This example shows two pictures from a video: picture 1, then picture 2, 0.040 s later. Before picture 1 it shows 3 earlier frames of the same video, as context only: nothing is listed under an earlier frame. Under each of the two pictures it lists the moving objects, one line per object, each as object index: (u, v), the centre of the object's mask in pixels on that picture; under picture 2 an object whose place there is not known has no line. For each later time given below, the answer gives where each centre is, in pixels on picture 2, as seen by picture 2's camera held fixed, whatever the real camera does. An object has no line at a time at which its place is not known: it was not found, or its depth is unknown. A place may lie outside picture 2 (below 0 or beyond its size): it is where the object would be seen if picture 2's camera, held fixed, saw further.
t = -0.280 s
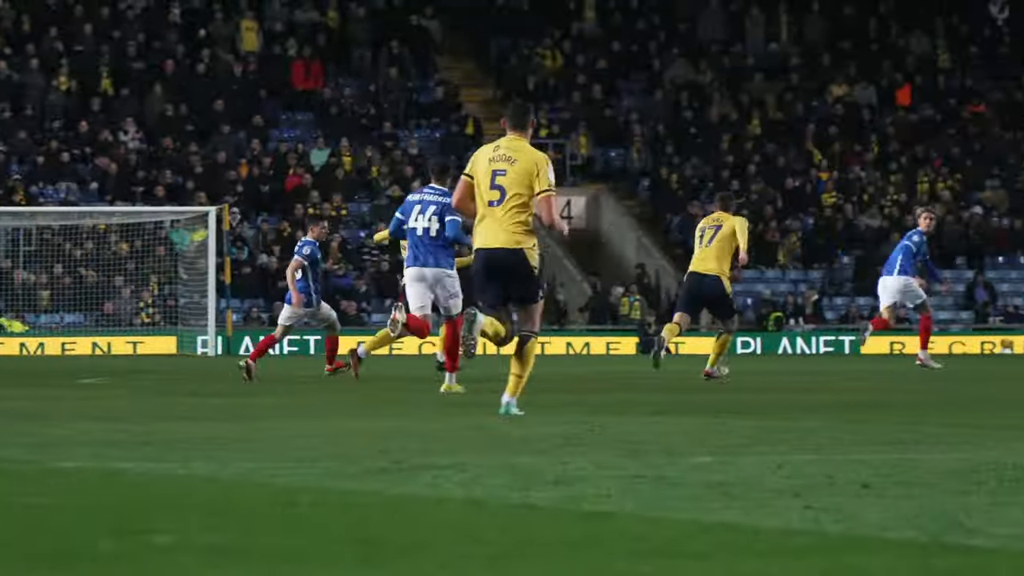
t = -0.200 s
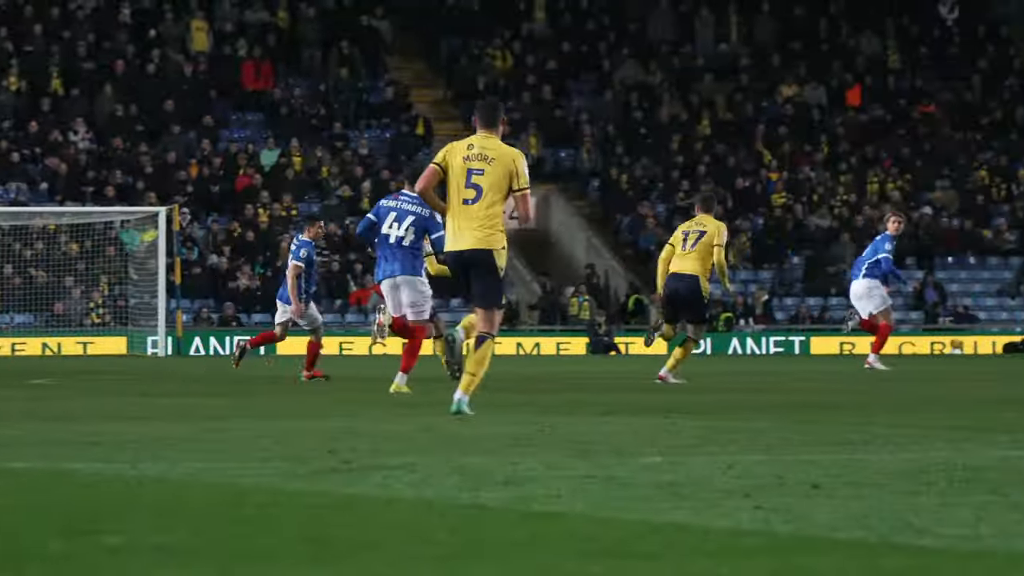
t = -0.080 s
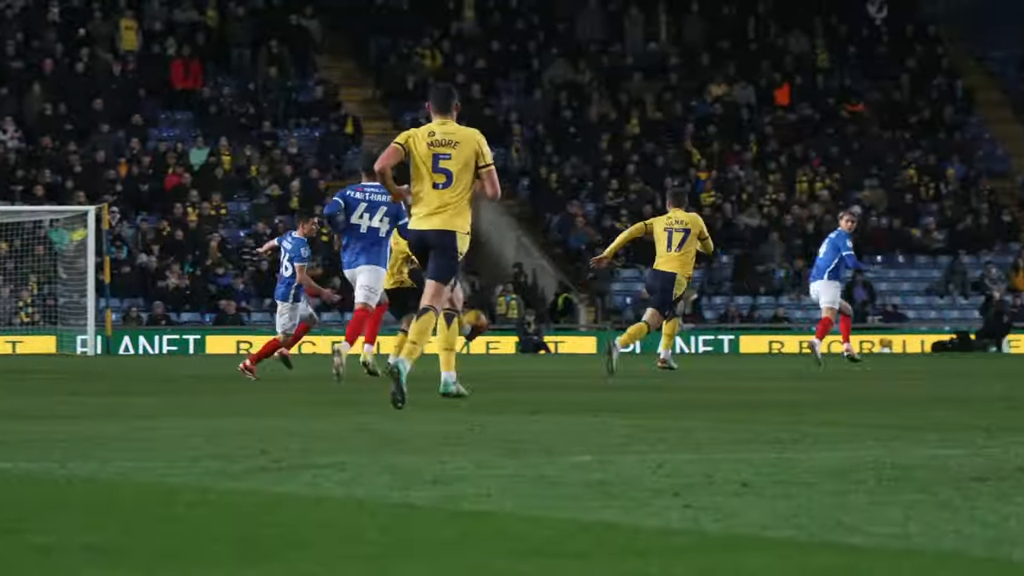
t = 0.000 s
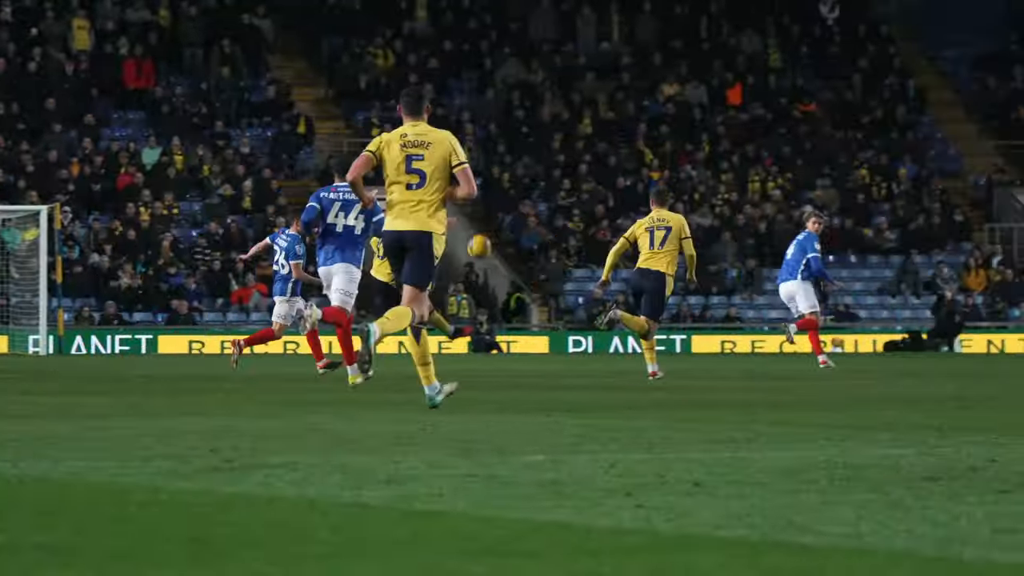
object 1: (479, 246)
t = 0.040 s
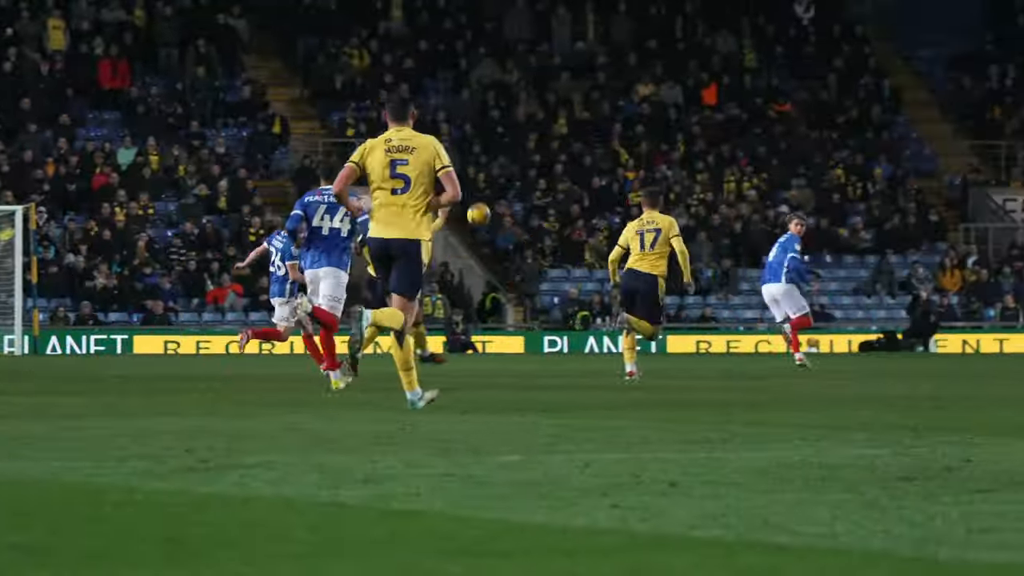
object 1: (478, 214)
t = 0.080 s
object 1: (496, 184)
